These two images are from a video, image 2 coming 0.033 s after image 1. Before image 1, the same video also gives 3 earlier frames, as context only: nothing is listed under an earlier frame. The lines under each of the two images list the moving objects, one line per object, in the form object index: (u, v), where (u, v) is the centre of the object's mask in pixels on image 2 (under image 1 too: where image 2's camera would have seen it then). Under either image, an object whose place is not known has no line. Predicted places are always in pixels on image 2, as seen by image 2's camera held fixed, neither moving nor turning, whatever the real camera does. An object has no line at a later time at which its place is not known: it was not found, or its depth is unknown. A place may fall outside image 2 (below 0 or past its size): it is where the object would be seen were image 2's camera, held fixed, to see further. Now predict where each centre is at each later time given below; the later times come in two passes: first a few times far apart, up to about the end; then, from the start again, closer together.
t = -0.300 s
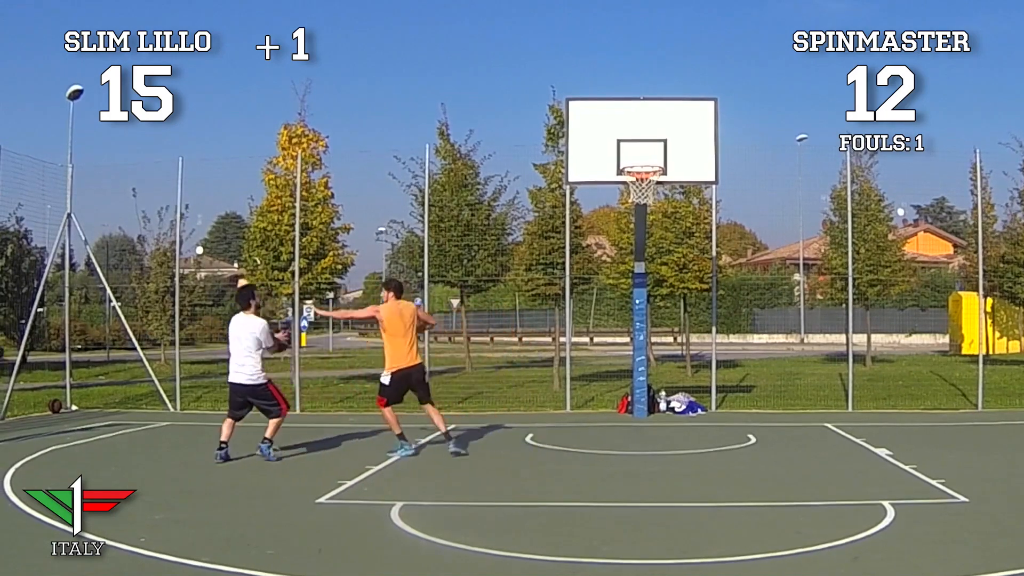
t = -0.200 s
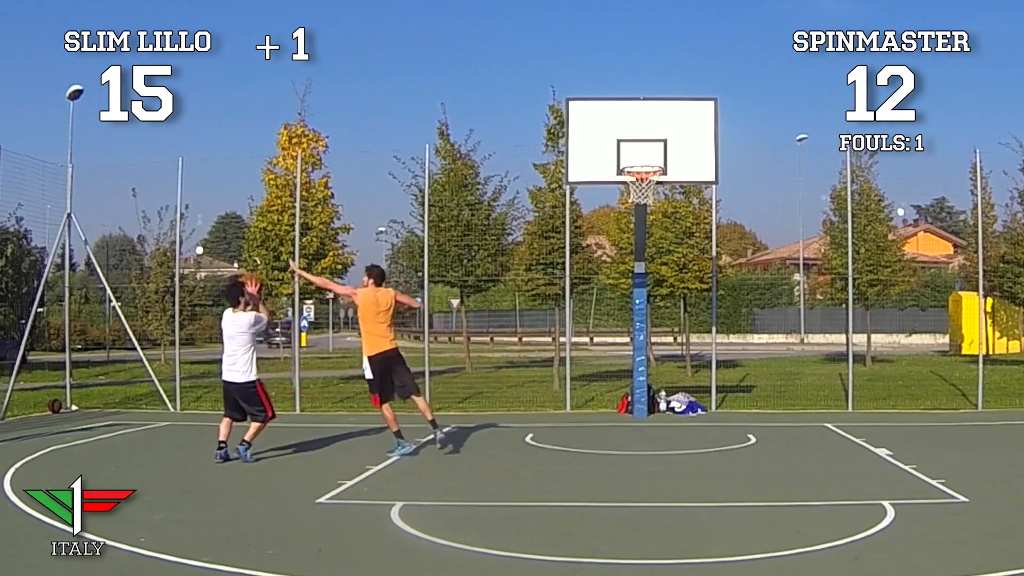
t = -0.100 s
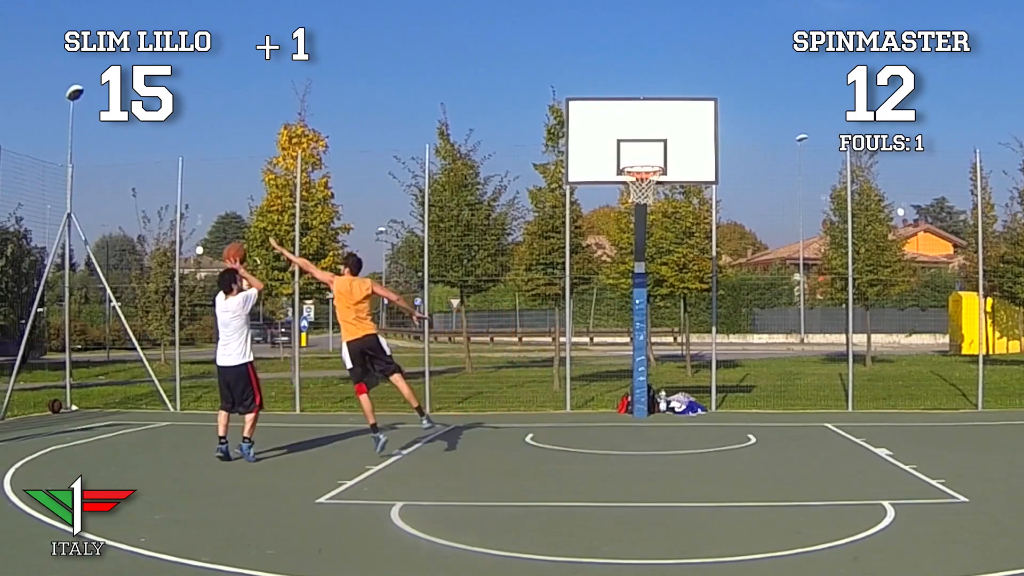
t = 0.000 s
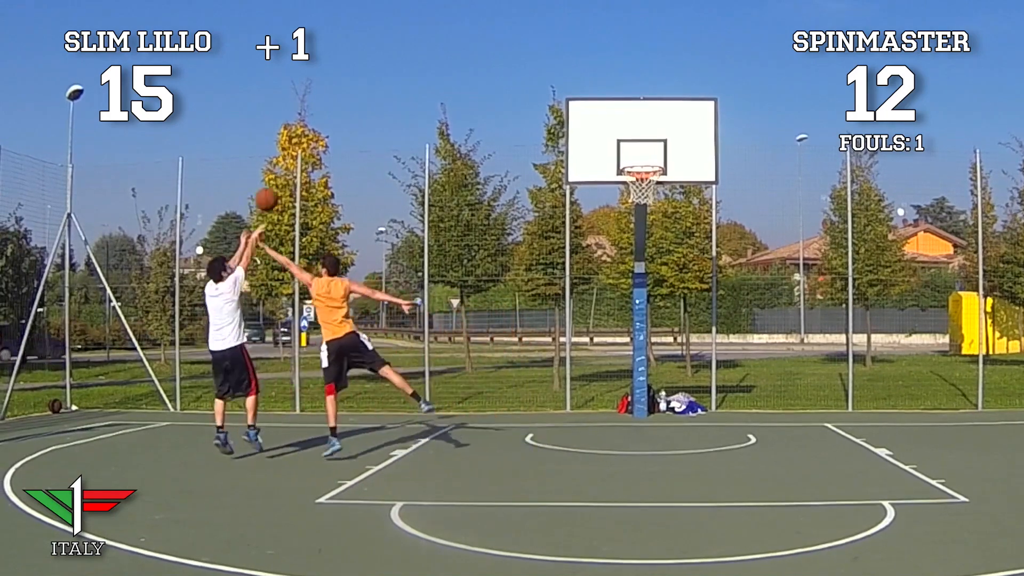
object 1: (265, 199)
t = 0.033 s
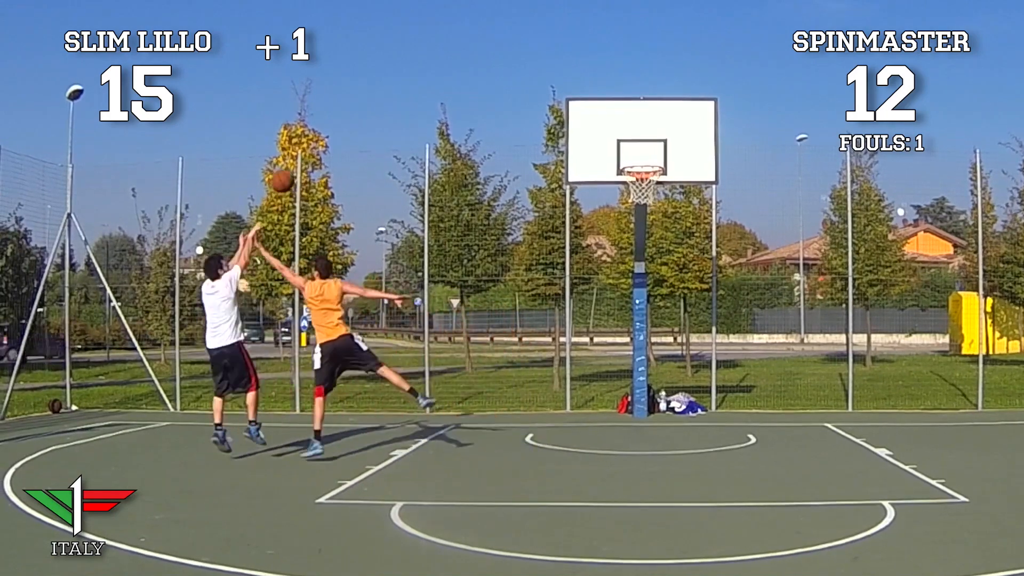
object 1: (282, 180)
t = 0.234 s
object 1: (371, 98)
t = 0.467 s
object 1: (467, 55)
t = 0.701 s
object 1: (555, 60)
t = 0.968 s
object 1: (640, 115)
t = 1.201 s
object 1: (688, 182)
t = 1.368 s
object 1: (726, 250)
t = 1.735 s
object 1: (806, 399)
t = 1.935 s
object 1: (839, 311)
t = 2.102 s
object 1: (867, 266)
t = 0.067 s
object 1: (297, 164)
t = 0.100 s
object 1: (313, 148)
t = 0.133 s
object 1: (328, 133)
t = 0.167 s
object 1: (342, 120)
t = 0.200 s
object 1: (357, 108)
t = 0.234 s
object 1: (371, 98)
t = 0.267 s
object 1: (386, 88)
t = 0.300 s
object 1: (400, 80)
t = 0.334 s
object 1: (414, 73)
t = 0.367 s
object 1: (428, 67)
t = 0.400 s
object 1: (441, 62)
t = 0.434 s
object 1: (454, 58)
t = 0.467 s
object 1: (467, 55)
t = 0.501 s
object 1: (481, 52)
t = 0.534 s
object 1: (493, 52)
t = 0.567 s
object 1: (506, 51)
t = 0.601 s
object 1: (519, 52)
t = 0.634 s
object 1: (531, 54)
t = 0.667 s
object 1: (543, 57)
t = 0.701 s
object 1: (555, 60)
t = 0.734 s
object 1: (567, 65)
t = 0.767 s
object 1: (579, 70)
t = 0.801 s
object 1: (590, 76)
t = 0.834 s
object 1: (602, 83)
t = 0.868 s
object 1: (613, 91)
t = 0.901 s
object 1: (624, 100)
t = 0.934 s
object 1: (634, 108)
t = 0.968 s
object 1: (640, 115)
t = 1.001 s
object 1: (647, 123)
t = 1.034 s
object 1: (653, 131)
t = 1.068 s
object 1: (660, 141)
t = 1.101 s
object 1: (666, 151)
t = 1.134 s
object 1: (674, 163)
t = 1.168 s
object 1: (680, 172)
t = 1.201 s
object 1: (688, 182)
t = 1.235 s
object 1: (695, 194)
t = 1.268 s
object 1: (703, 206)
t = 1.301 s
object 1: (711, 220)
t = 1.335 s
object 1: (718, 234)
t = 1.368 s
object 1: (726, 250)
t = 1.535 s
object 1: (766, 346)
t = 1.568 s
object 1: (773, 368)
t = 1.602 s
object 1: (781, 392)
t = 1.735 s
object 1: (806, 399)
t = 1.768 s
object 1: (812, 382)
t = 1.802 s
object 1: (817, 367)
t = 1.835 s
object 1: (823, 351)
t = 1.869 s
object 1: (828, 337)
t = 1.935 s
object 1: (839, 311)
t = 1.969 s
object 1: (845, 300)
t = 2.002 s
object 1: (850, 290)
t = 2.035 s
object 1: (856, 281)
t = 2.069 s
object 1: (862, 273)
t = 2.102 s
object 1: (867, 266)
